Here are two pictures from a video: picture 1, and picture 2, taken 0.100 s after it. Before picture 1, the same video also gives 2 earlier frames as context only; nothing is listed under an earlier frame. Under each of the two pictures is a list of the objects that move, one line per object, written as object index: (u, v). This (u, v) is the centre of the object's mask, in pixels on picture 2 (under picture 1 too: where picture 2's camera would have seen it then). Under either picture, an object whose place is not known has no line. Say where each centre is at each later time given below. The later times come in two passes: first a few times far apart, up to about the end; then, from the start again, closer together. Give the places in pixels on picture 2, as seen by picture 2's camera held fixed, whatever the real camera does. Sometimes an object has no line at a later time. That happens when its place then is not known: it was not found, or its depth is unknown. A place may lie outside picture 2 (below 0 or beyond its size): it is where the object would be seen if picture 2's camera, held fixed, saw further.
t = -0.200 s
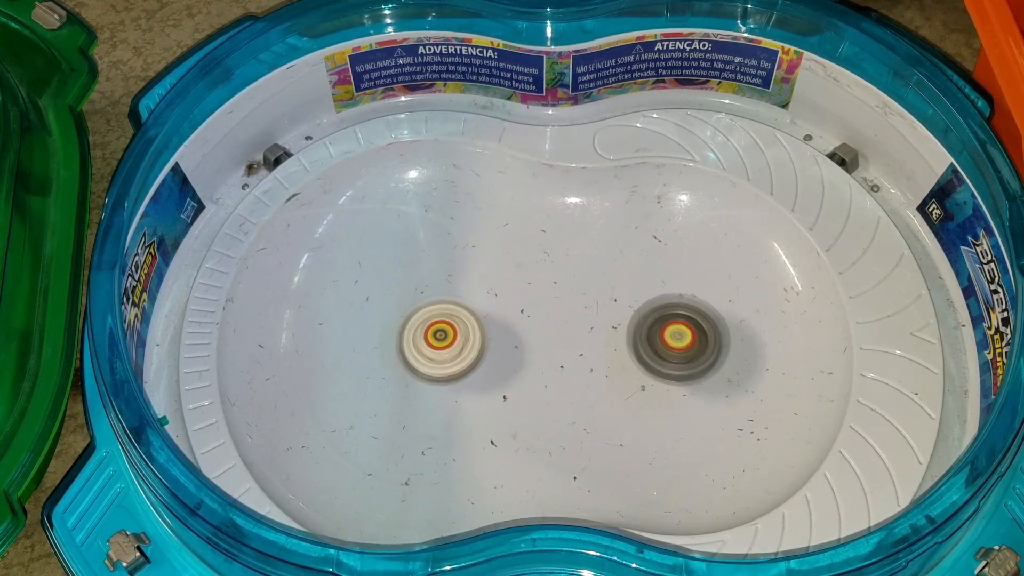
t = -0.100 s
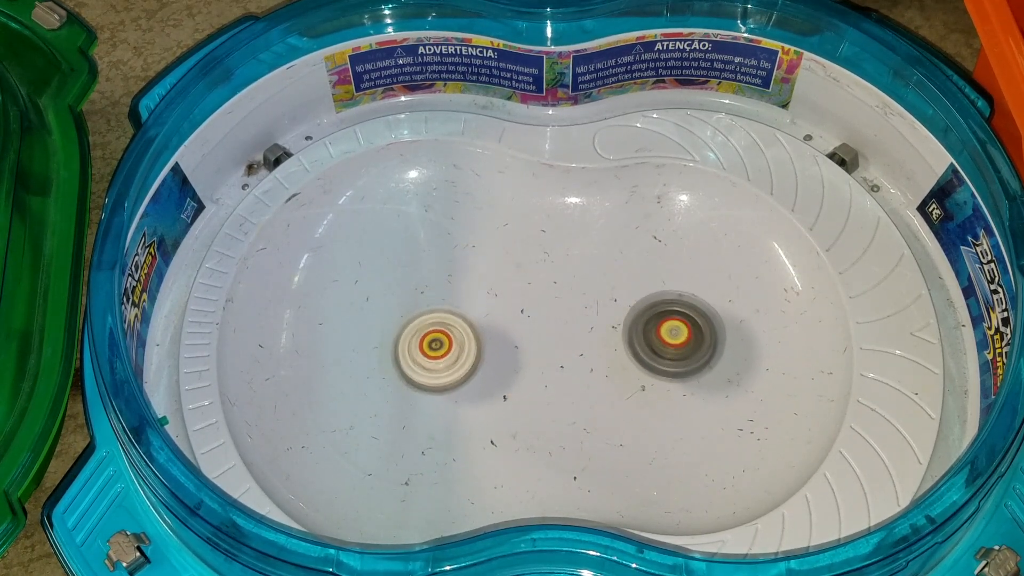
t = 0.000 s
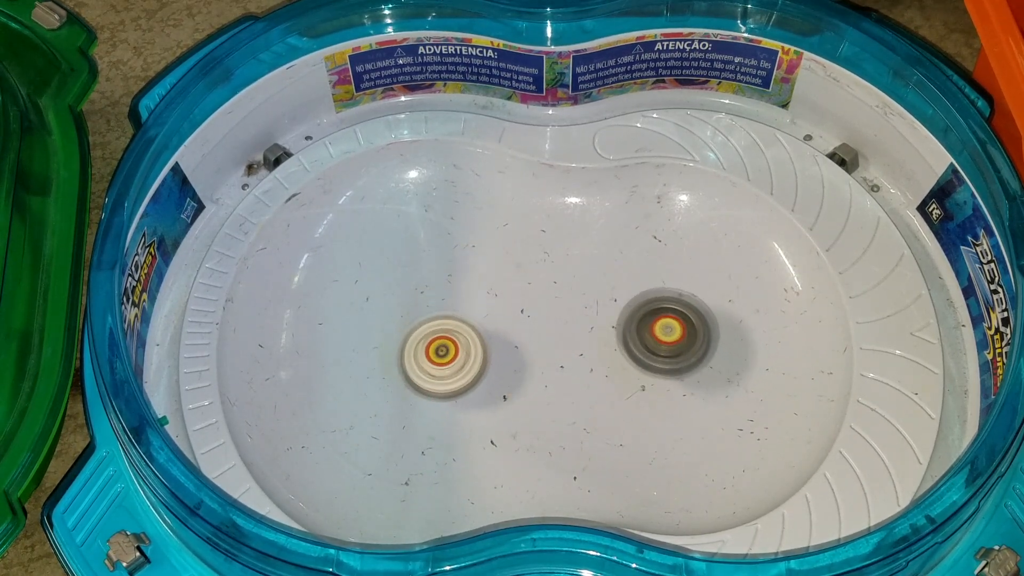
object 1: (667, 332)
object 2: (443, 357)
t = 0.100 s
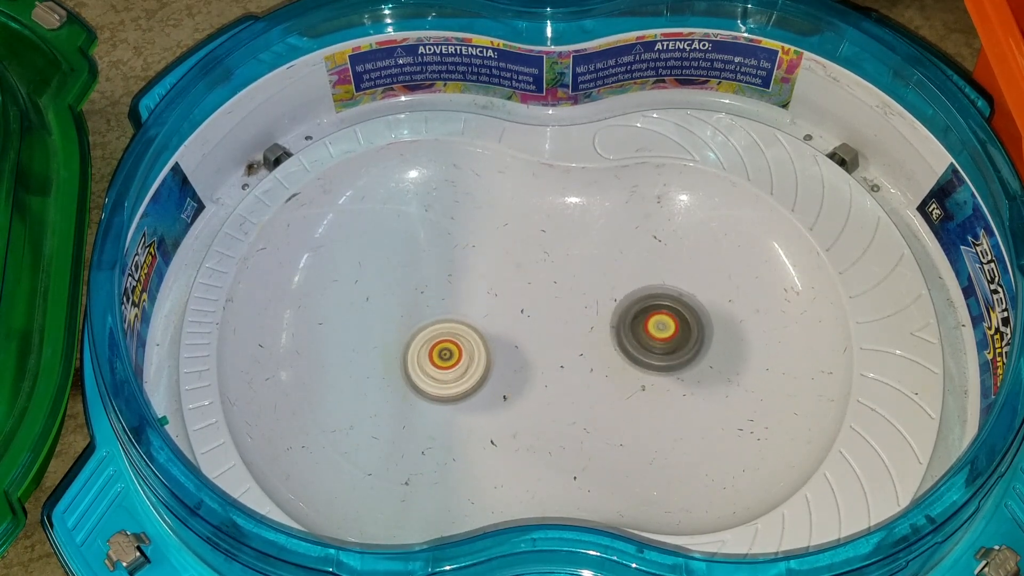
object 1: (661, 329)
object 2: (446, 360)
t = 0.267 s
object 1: (650, 325)
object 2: (459, 362)
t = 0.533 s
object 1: (632, 317)
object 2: (476, 357)
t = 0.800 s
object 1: (617, 311)
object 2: (446, 346)
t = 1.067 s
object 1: (600, 307)
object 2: (423, 371)
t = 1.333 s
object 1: (582, 307)
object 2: (440, 356)
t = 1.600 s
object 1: (563, 309)
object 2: (418, 360)
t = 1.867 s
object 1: (544, 314)
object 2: (435, 355)
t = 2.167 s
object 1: (523, 317)
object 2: (420, 350)
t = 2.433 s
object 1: (592, 307)
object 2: (350, 385)
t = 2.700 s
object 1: (596, 316)
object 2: (448, 417)
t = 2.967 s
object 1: (599, 335)
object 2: (434, 306)
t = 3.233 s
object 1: (597, 353)
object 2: (354, 330)
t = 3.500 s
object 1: (591, 362)
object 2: (432, 360)
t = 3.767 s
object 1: (578, 357)
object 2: (461, 288)
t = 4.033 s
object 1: (561, 340)
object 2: (414, 280)
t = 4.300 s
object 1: (549, 317)
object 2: (438, 338)
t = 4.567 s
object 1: (567, 302)
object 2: (456, 357)
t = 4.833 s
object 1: (572, 304)
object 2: (483, 374)
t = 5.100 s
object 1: (608, 308)
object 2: (494, 390)
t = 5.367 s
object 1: (622, 336)
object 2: (500, 377)
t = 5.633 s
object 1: (624, 363)
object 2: (452, 343)
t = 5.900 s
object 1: (614, 376)
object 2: (387, 340)
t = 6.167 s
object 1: (598, 366)
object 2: (395, 373)
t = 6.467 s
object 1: (579, 335)
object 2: (444, 332)
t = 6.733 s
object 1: (573, 306)
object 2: (434, 298)
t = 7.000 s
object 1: (571, 292)
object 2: (425, 314)
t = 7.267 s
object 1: (570, 298)
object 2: (446, 334)
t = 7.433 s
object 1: (574, 310)
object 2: (469, 340)
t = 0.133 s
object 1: (659, 329)
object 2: (446, 362)
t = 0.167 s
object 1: (656, 327)
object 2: (448, 363)
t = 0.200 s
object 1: (654, 327)
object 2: (453, 364)
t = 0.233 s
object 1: (651, 325)
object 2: (458, 364)
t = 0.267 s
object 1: (650, 325)
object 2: (459, 362)
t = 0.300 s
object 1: (647, 324)
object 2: (462, 362)
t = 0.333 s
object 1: (645, 323)
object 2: (464, 363)
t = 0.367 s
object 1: (643, 322)
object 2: (467, 364)
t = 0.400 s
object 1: (641, 321)
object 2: (470, 364)
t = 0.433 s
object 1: (639, 320)
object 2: (473, 363)
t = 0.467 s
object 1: (636, 319)
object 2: (475, 361)
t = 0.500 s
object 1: (635, 318)
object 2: (476, 359)
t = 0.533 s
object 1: (632, 317)
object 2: (476, 357)
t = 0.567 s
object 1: (631, 316)
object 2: (474, 355)
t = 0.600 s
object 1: (628, 315)
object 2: (472, 353)
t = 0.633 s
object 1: (627, 314)
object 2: (470, 351)
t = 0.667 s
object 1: (625, 314)
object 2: (466, 350)
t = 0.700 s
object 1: (623, 313)
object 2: (462, 349)
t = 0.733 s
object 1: (621, 313)
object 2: (458, 348)
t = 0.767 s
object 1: (619, 312)
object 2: (453, 347)
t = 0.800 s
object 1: (617, 311)
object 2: (446, 346)
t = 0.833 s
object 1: (615, 310)
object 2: (439, 346)
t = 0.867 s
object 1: (613, 309)
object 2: (433, 347)
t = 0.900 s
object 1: (612, 309)
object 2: (428, 350)
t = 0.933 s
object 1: (609, 308)
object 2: (424, 353)
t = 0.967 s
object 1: (607, 308)
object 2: (422, 358)
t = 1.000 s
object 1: (605, 308)
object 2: (421, 363)
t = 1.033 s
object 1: (602, 307)
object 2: (421, 367)
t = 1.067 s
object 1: (600, 307)
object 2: (423, 371)
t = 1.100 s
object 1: (598, 307)
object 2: (425, 373)
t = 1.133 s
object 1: (596, 306)
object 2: (428, 374)
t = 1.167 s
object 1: (593, 306)
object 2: (432, 373)
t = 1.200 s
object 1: (591, 306)
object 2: (436, 370)
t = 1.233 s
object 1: (589, 306)
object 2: (440, 366)
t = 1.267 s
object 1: (586, 306)
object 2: (442, 363)
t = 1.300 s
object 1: (584, 306)
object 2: (442, 359)
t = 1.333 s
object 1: (582, 307)
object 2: (440, 356)
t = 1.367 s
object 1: (579, 307)
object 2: (438, 352)
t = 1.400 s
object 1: (578, 307)
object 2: (435, 350)
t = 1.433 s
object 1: (574, 307)
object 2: (431, 348)
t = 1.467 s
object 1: (573, 307)
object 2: (427, 348)
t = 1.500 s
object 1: (570, 308)
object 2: (424, 349)
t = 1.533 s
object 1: (567, 308)
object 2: (421, 352)
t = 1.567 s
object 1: (565, 309)
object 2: (419, 356)
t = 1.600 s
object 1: (563, 309)
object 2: (418, 360)
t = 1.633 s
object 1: (560, 310)
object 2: (418, 364)
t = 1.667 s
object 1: (559, 310)
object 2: (420, 366)
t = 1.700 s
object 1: (555, 311)
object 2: (423, 367)
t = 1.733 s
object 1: (553, 311)
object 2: (426, 366)
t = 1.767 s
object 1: (551, 312)
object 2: (429, 364)
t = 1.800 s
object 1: (548, 313)
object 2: (432, 362)
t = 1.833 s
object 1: (547, 313)
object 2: (434, 359)
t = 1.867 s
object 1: (544, 314)
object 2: (435, 355)
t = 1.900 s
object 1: (542, 313)
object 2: (435, 351)
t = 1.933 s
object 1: (540, 314)
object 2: (434, 347)
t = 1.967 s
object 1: (537, 314)
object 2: (431, 343)
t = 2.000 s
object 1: (535, 315)
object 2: (428, 341)
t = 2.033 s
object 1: (533, 315)
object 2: (425, 340)
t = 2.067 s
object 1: (530, 316)
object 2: (423, 341)
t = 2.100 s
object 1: (528, 316)
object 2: (422, 343)
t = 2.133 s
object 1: (527, 316)
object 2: (421, 347)
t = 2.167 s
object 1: (523, 317)
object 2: (420, 350)
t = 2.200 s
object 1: (521, 317)
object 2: (421, 352)
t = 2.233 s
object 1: (519, 317)
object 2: (423, 355)
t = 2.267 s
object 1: (516, 317)
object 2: (426, 355)
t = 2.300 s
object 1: (524, 315)
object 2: (419, 354)
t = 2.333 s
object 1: (551, 311)
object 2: (388, 359)
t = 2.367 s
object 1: (571, 308)
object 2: (367, 365)
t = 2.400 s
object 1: (584, 306)
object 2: (354, 374)
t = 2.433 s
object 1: (592, 307)
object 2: (350, 385)
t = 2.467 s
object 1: (594, 309)
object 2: (351, 401)
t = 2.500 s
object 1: (593, 310)
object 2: (358, 416)
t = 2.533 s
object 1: (594, 310)
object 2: (369, 428)
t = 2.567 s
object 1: (595, 311)
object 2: (383, 437)
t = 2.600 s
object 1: (595, 312)
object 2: (401, 440)
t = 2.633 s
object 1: (595, 314)
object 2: (418, 438)
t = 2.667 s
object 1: (595, 315)
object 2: (434, 430)
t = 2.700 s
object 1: (596, 316)
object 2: (448, 417)
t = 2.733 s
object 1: (597, 318)
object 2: (458, 399)
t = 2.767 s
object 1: (597, 321)
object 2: (465, 382)
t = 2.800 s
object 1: (598, 323)
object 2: (467, 367)
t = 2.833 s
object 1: (599, 325)
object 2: (466, 353)
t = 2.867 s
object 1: (600, 327)
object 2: (462, 340)
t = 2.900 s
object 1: (600, 330)
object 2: (454, 327)
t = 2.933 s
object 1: (599, 333)
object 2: (444, 316)
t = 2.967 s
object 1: (599, 335)
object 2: (434, 306)
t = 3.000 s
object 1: (600, 336)
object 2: (421, 298)
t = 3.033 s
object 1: (600, 339)
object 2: (406, 293)
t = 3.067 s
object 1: (600, 342)
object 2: (394, 291)
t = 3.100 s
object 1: (599, 344)
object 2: (381, 293)
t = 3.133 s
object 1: (599, 346)
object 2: (369, 299)
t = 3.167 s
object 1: (599, 349)
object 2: (360, 307)
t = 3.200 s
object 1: (598, 351)
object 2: (356, 318)
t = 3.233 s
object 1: (597, 353)
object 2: (354, 330)
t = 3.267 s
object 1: (597, 354)
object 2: (357, 342)
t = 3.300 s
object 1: (596, 356)
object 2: (363, 352)
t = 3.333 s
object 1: (596, 357)
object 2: (372, 360)
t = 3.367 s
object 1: (595, 359)
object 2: (382, 366)
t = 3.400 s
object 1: (593, 360)
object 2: (395, 368)
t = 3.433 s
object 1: (592, 360)
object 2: (408, 369)
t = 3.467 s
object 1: (592, 361)
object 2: (420, 367)
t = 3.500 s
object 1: (591, 362)
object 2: (432, 360)
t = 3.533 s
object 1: (589, 362)
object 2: (444, 351)
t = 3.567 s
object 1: (587, 362)
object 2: (452, 341)
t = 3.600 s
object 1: (586, 361)
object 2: (459, 330)
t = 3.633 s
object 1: (585, 361)
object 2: (464, 319)
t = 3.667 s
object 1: (584, 361)
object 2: (467, 310)
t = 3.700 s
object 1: (582, 360)
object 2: (467, 302)
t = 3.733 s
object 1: (579, 359)
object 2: (465, 295)
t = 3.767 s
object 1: (578, 357)
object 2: (461, 288)
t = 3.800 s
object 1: (576, 355)
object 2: (455, 282)
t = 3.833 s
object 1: (574, 354)
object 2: (448, 276)
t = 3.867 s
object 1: (571, 352)
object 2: (441, 272)
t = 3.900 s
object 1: (568, 350)
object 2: (435, 269)
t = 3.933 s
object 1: (565, 347)
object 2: (428, 271)
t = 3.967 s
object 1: (564, 344)
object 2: (423, 273)
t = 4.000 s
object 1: (563, 342)
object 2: (418, 276)
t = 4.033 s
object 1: (561, 340)
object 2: (414, 280)
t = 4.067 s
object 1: (559, 337)
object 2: (412, 286)
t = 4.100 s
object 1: (556, 334)
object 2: (410, 293)
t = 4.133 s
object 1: (554, 331)
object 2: (411, 302)
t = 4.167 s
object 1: (554, 328)
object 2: (414, 311)
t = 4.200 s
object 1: (553, 326)
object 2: (418, 320)
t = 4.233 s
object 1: (552, 323)
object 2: (424, 328)
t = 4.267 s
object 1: (550, 320)
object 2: (430, 334)
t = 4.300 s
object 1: (549, 317)
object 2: (438, 338)
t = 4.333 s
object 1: (548, 314)
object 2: (446, 341)
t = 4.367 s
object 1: (547, 312)
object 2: (456, 342)
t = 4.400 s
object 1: (554, 308)
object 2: (453, 345)
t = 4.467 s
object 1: (562, 306)
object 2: (448, 349)
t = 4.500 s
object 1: (566, 305)
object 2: (448, 352)
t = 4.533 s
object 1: (566, 303)
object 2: (451, 355)
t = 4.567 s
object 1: (567, 302)
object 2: (456, 357)
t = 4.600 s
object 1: (568, 301)
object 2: (460, 360)
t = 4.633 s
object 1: (569, 300)
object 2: (463, 363)
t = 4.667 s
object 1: (570, 300)
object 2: (467, 366)
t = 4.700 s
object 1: (570, 300)
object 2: (471, 368)
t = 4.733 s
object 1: (571, 302)
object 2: (475, 369)
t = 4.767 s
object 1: (571, 302)
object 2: (478, 371)
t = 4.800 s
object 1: (571, 303)
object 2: (480, 372)
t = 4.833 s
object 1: (572, 304)
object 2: (483, 374)
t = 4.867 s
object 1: (573, 305)
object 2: (487, 375)
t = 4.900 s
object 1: (574, 307)
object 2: (491, 377)
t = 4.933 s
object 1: (575, 309)
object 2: (496, 378)
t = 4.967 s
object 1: (576, 312)
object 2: (501, 379)
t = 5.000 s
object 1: (587, 308)
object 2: (495, 385)
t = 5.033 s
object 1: (598, 305)
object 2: (491, 389)
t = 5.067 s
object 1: (604, 305)
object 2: (492, 390)
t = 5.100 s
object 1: (608, 308)
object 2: (494, 390)
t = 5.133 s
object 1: (610, 311)
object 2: (497, 390)
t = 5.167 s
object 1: (612, 313)
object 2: (499, 389)
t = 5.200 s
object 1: (614, 316)
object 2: (502, 388)
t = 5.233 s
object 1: (616, 319)
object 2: (503, 386)
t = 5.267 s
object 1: (618, 324)
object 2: (504, 384)
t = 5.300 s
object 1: (620, 328)
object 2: (504, 382)
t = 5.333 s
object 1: (621, 332)
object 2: (502, 381)
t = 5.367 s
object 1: (622, 336)
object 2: (500, 377)
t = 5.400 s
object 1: (623, 340)
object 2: (496, 374)
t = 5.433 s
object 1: (623, 344)
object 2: (493, 370)
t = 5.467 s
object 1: (624, 347)
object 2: (488, 367)
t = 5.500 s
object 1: (624, 350)
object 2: (482, 364)
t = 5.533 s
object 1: (625, 354)
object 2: (476, 359)
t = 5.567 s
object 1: (625, 357)
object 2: (470, 354)
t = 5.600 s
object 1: (624, 360)
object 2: (462, 349)
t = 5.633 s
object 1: (624, 363)
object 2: (452, 343)
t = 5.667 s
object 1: (623, 366)
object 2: (441, 338)
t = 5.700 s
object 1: (622, 369)
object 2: (431, 334)
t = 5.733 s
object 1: (621, 371)
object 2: (421, 332)
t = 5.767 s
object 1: (619, 373)
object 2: (413, 331)
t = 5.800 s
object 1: (618, 374)
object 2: (405, 333)
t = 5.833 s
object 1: (617, 375)
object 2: (397, 335)
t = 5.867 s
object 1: (616, 376)
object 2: (391, 337)
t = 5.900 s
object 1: (614, 376)
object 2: (387, 340)
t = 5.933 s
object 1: (613, 376)
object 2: (383, 344)
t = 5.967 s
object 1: (611, 375)
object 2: (380, 348)
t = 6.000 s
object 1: (609, 375)
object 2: (379, 353)
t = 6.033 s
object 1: (607, 374)
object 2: (379, 358)
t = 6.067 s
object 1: (605, 373)
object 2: (380, 364)
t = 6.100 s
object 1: (603, 371)
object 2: (384, 369)
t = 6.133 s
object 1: (600, 369)
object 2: (389, 372)
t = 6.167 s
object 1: (598, 366)
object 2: (395, 373)
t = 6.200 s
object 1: (595, 363)
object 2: (402, 373)
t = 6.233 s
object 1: (593, 360)
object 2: (409, 373)
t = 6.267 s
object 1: (590, 357)
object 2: (418, 371)
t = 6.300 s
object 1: (588, 353)
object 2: (425, 368)
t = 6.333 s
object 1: (586, 349)
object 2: (431, 362)
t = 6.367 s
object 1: (584, 346)
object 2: (436, 355)
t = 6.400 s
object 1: (583, 343)
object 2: (440, 348)
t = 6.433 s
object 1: (581, 339)
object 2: (442, 340)
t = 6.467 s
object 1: (579, 335)
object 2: (444, 332)
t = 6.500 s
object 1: (578, 332)
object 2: (444, 324)
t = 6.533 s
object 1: (576, 328)
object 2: (445, 318)
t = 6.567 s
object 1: (576, 324)
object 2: (445, 313)
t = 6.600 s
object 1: (575, 320)
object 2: (443, 310)
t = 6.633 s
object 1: (574, 316)
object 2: (441, 307)
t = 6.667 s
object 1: (573, 313)
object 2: (439, 305)
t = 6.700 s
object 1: (573, 309)
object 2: (436, 301)
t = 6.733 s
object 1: (573, 306)
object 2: (434, 298)
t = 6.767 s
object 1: (572, 303)
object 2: (432, 295)
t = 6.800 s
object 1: (572, 301)
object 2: (429, 295)
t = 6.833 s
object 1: (571, 298)
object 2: (427, 296)
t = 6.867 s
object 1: (571, 297)
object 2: (426, 299)
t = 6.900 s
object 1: (571, 295)
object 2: (425, 303)
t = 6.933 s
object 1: (571, 294)
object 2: (424, 306)
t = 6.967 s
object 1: (571, 292)
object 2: (424, 310)
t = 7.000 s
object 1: (571, 292)
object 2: (425, 314)
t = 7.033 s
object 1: (571, 292)
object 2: (426, 317)
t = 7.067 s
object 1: (570, 292)
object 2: (428, 321)
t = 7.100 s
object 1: (570, 292)
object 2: (430, 324)
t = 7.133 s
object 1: (570, 293)
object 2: (434, 326)
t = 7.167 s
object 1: (570, 294)
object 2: (437, 328)
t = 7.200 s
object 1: (570, 295)
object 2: (440, 330)
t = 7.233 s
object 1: (570, 296)
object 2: (443, 332)
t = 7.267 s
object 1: (570, 298)
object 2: (446, 334)
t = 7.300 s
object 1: (570, 299)
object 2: (451, 336)
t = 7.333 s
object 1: (570, 301)
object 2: (456, 337)
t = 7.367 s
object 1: (570, 303)
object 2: (464, 337)
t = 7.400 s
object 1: (570, 307)
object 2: (470, 338)
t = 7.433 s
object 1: (574, 310)
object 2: (469, 340)
